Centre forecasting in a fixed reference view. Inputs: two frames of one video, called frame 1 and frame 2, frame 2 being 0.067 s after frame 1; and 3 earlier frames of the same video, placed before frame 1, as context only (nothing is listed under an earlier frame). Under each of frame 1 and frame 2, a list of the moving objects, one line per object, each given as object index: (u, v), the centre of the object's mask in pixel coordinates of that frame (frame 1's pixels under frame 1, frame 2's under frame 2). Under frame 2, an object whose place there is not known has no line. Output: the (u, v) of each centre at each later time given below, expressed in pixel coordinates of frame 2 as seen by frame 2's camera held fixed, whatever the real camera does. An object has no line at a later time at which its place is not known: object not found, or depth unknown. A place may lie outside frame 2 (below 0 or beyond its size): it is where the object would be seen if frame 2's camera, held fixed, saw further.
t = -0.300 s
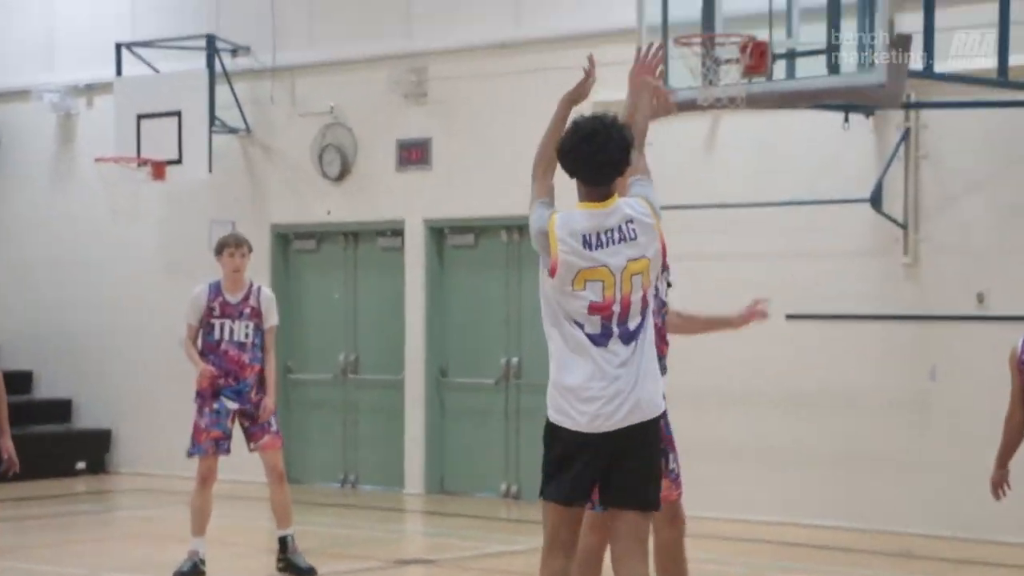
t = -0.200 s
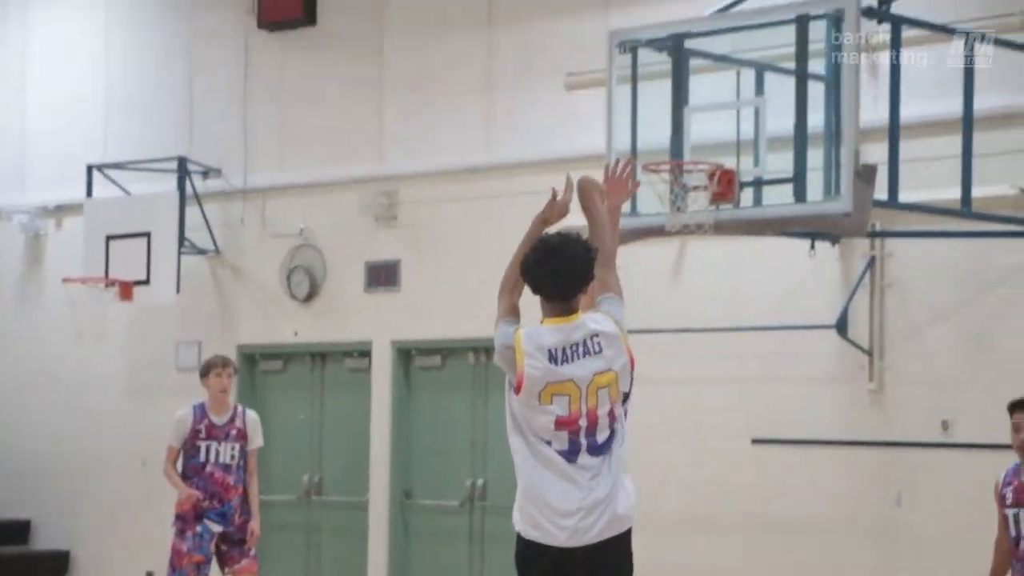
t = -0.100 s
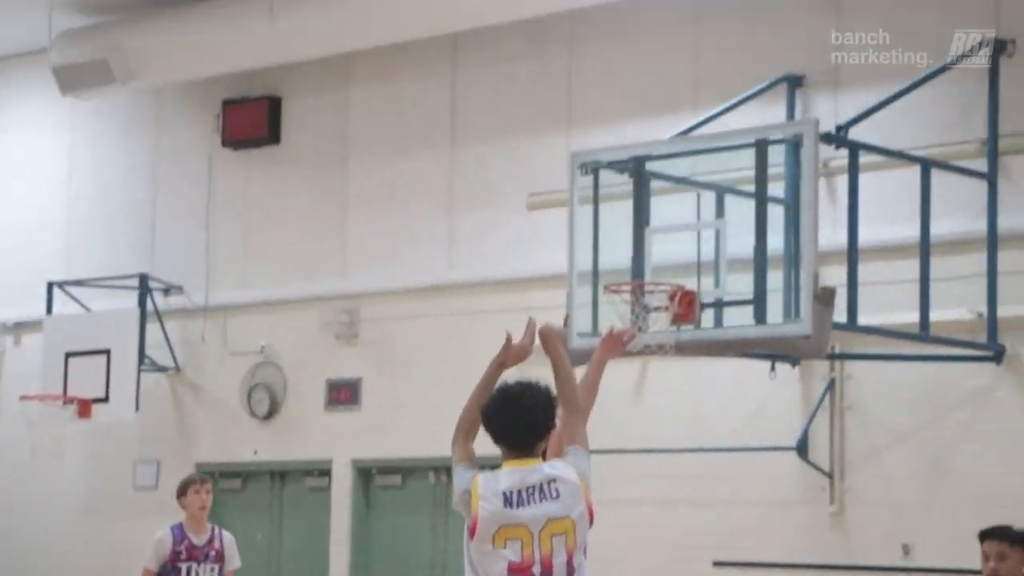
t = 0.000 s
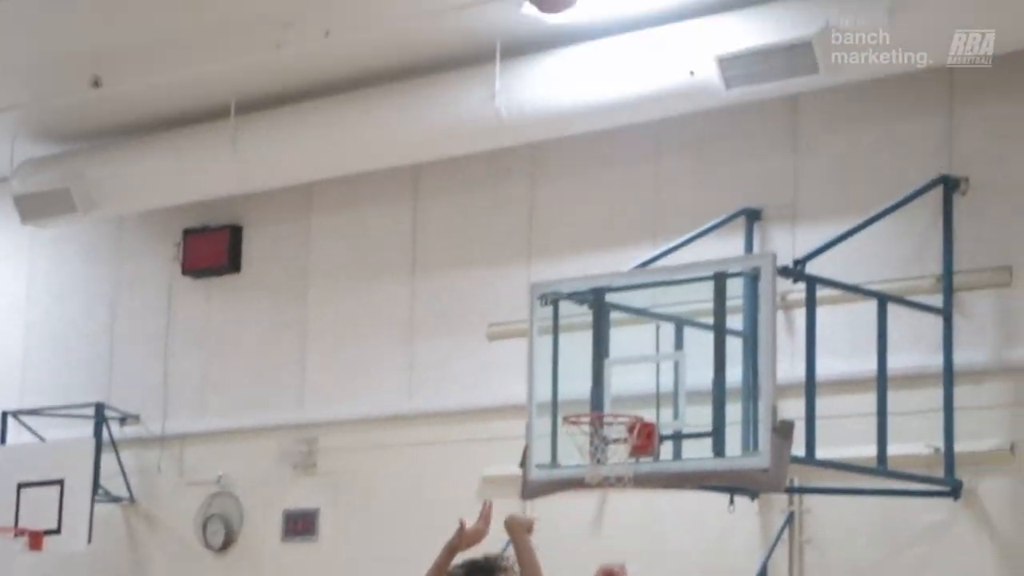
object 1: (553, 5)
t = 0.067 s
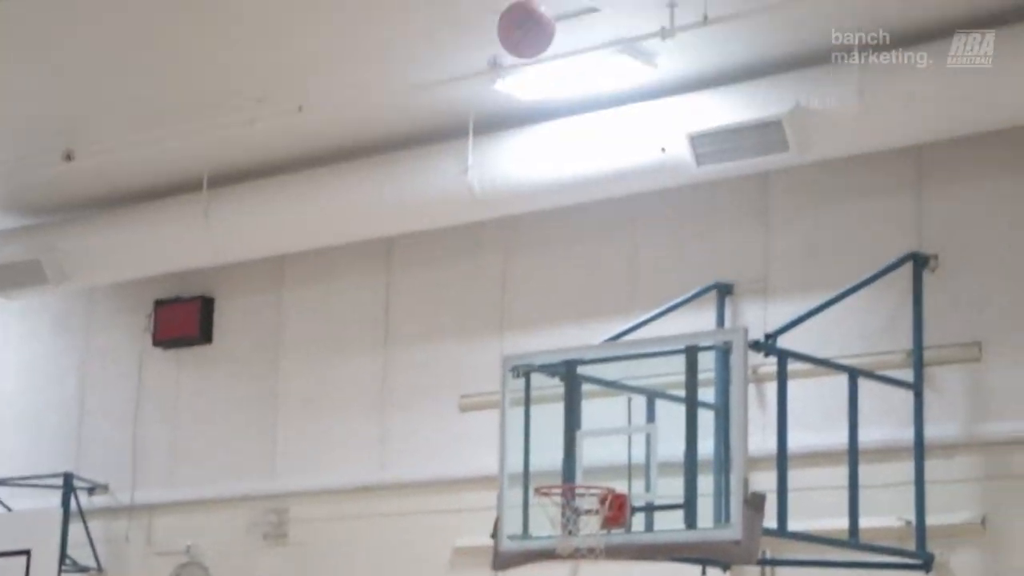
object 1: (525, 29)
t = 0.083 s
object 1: (523, 24)
